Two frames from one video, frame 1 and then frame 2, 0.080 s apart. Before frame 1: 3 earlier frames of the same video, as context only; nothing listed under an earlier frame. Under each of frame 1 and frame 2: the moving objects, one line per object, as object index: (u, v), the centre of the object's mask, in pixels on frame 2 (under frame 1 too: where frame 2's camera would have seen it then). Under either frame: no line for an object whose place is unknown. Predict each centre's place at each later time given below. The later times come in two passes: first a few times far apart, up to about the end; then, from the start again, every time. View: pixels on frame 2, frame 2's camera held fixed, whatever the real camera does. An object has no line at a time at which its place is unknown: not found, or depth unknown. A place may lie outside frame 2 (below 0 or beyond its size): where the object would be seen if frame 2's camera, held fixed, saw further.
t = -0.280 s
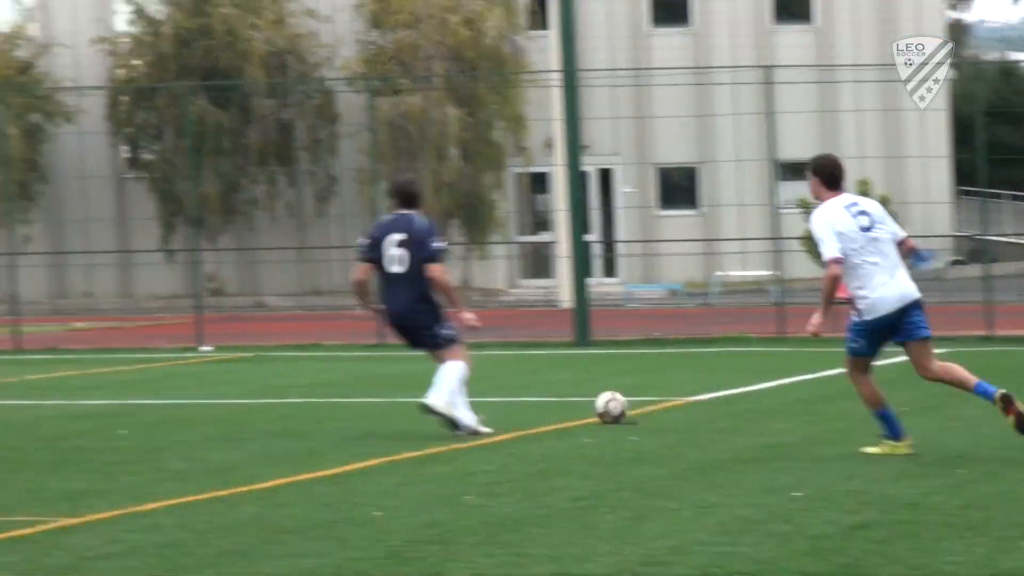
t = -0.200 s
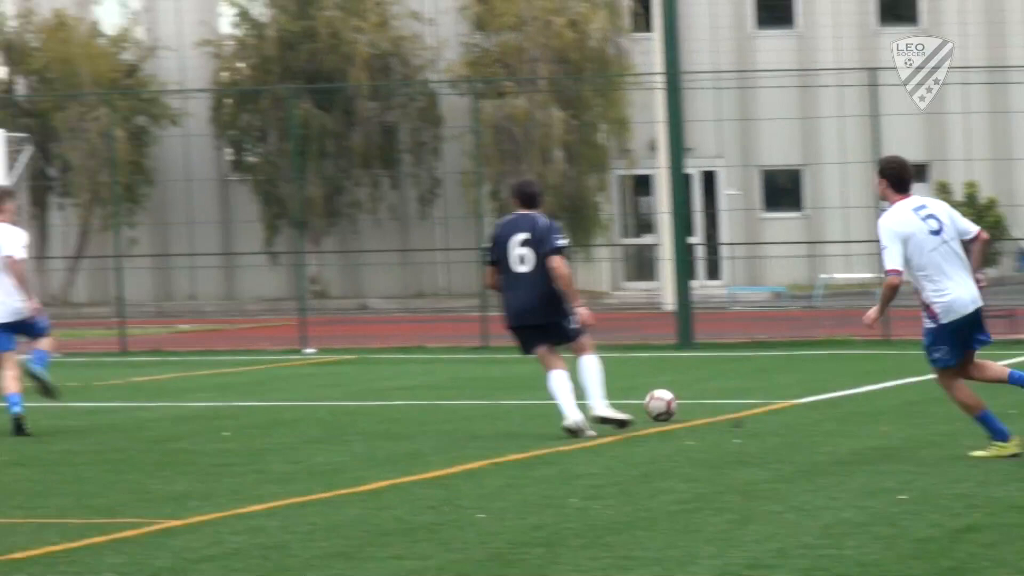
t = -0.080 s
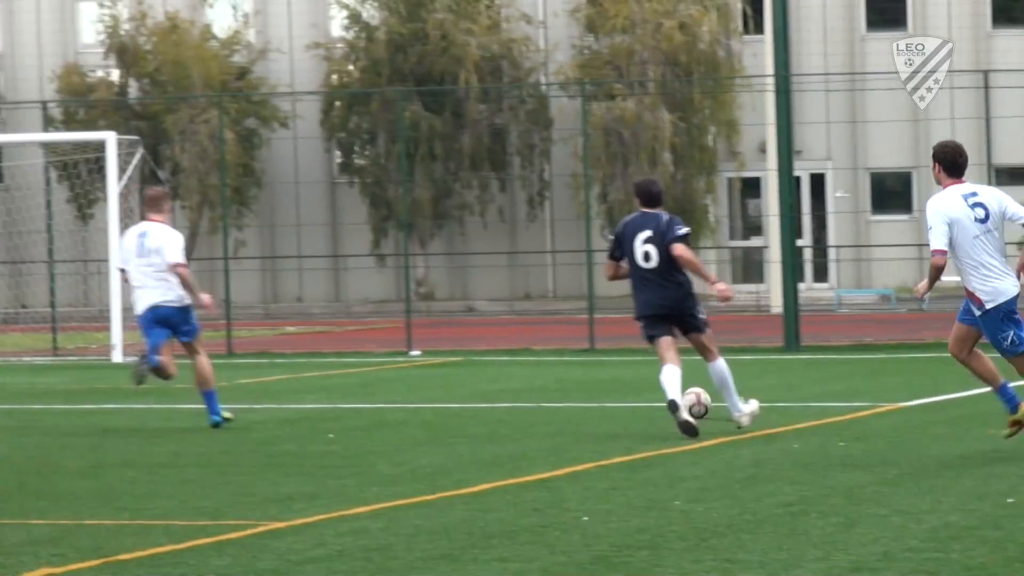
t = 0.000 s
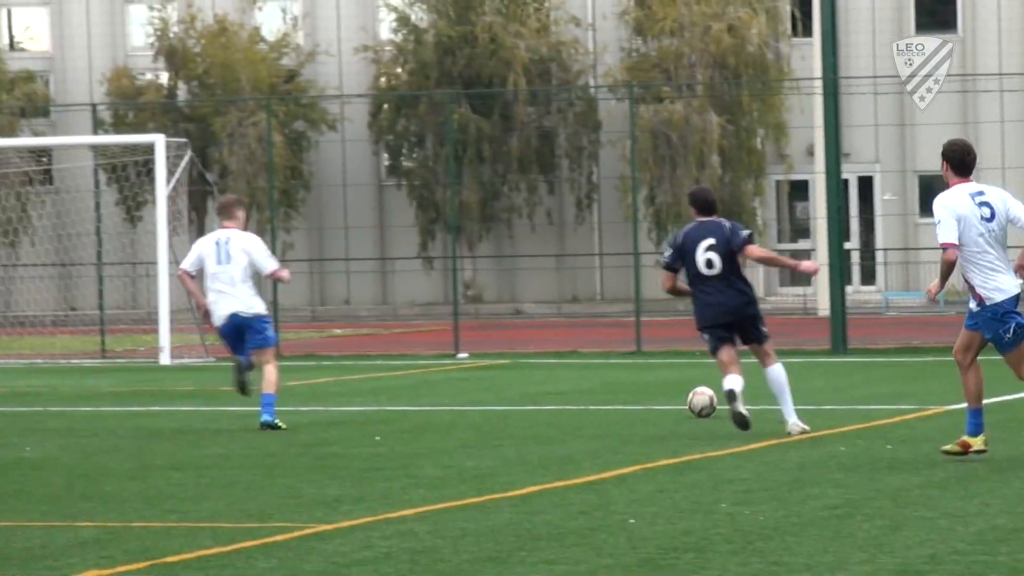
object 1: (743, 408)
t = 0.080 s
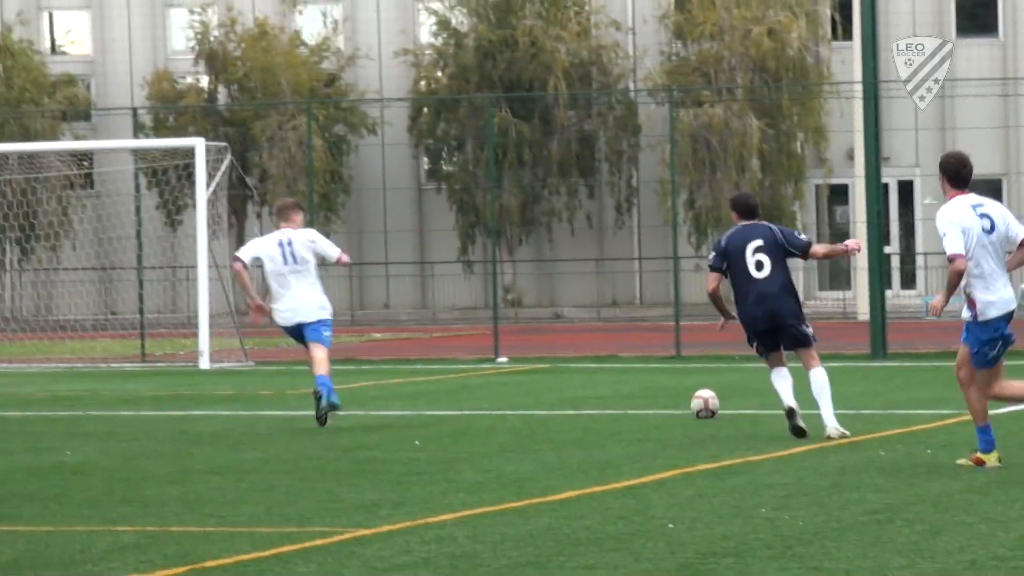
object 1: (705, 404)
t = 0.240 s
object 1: (640, 397)
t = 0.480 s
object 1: (565, 389)
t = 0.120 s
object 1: (687, 401)
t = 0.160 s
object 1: (671, 399)
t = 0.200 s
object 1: (655, 398)
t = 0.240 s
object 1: (640, 397)
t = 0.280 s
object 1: (626, 395)
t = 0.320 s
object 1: (613, 394)
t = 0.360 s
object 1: (600, 395)
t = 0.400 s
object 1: (588, 392)
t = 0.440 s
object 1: (577, 389)
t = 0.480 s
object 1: (565, 389)
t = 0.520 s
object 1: (555, 391)
